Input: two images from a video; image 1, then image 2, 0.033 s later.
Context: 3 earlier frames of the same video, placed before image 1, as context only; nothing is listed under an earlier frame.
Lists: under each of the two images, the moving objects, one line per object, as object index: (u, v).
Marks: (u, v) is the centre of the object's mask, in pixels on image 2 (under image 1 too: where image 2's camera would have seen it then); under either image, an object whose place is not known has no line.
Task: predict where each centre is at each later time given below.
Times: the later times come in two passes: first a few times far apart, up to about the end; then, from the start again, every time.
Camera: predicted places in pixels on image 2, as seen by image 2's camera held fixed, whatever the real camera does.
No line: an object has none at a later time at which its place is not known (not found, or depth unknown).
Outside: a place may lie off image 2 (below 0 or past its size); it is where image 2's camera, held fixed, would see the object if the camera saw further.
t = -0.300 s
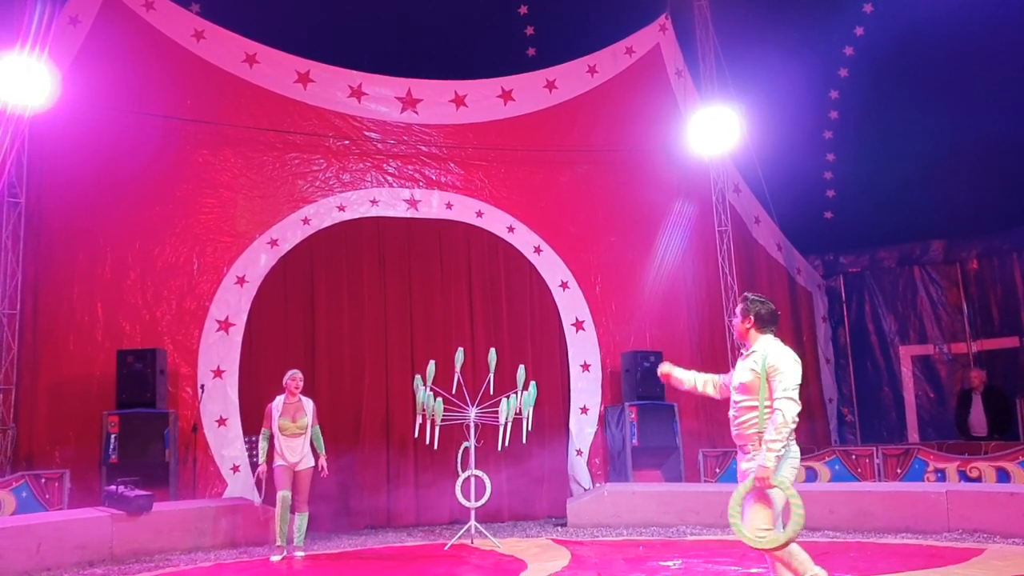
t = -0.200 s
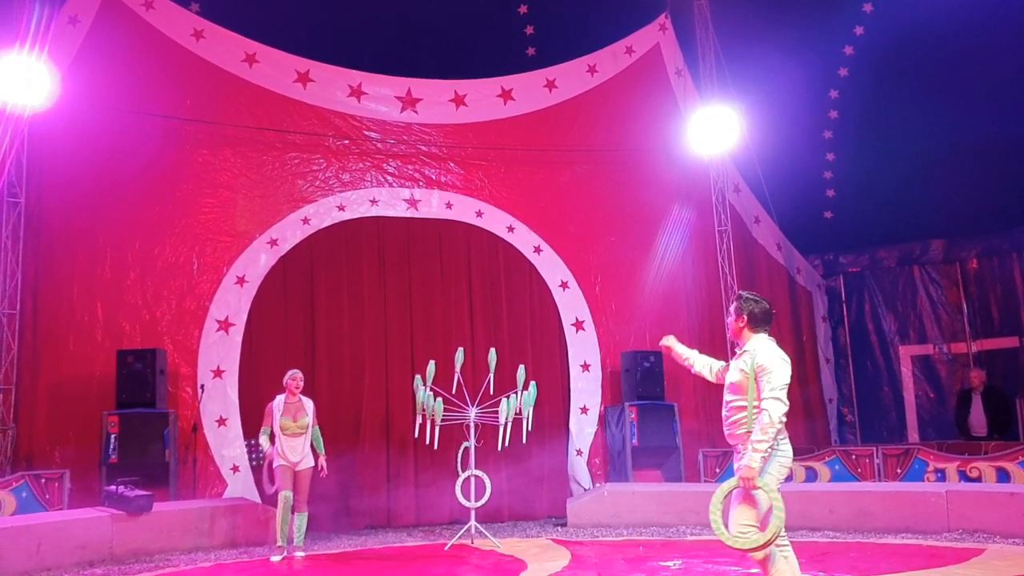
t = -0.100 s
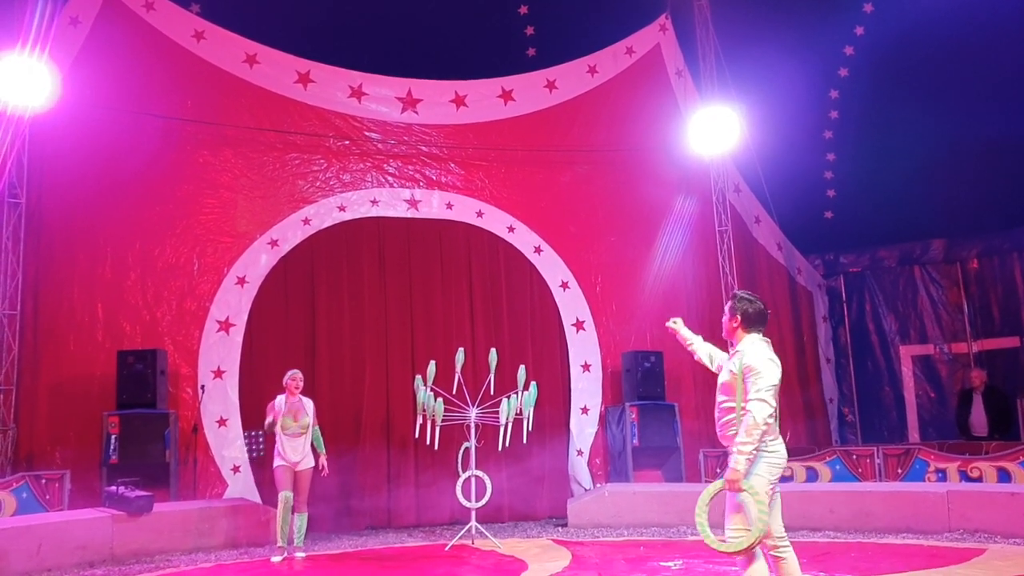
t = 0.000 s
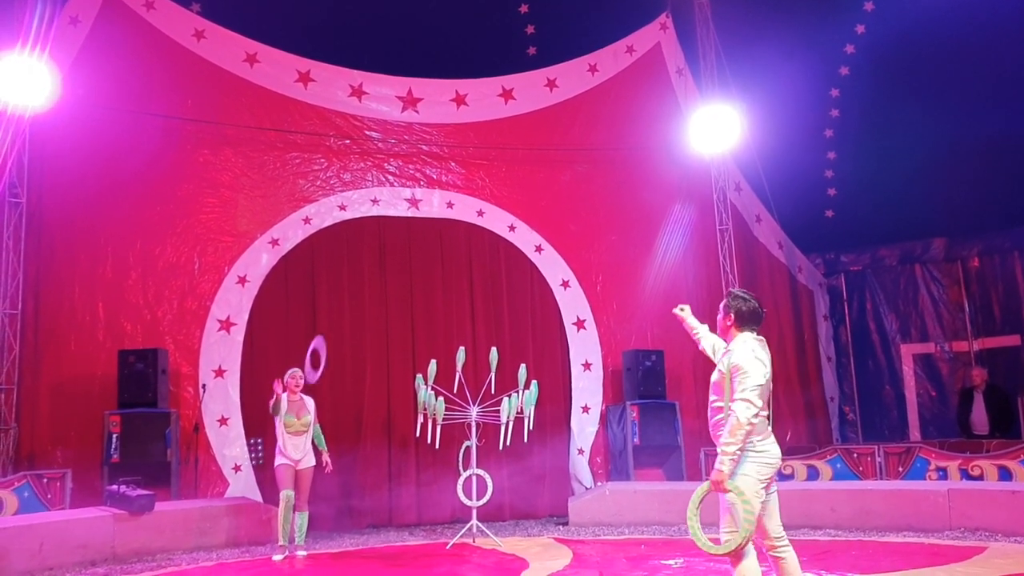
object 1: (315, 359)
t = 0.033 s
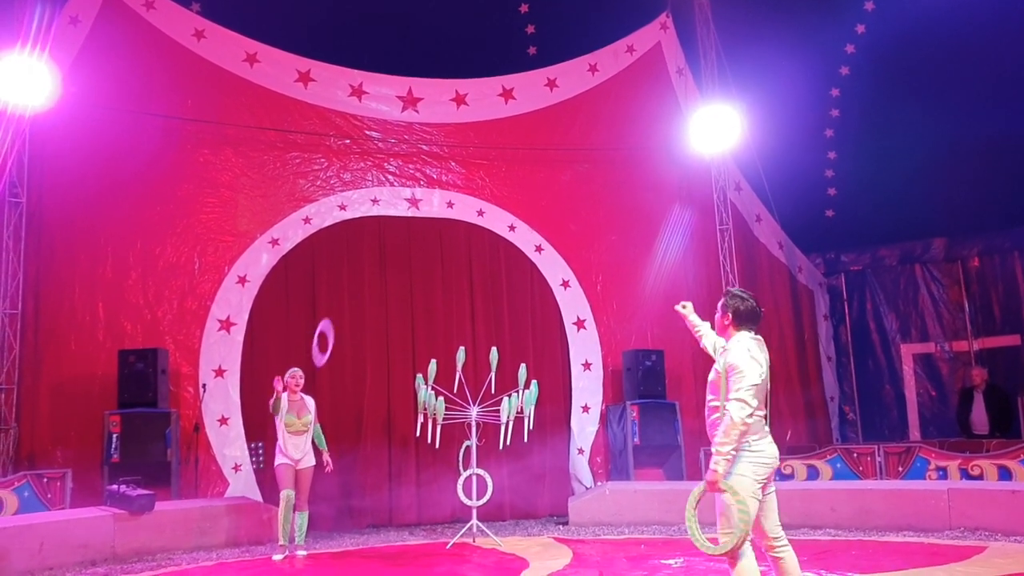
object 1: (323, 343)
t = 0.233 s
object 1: (370, 265)
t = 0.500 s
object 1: (450, 240)
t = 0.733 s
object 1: (531, 291)
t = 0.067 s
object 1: (330, 327)
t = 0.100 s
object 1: (338, 312)
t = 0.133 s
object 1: (345, 298)
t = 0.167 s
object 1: (353, 286)
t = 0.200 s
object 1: (361, 275)
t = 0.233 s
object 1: (370, 265)
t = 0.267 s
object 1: (378, 256)
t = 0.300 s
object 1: (387, 248)
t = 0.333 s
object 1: (396, 242)
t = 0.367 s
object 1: (405, 237)
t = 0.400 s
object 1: (415, 234)
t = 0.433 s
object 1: (425, 231)
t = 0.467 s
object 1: (435, 230)
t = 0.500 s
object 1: (450, 240)
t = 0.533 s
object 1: (461, 243)
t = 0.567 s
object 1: (473, 246)
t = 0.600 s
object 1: (485, 252)
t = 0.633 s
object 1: (497, 258)
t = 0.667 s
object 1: (504, 264)
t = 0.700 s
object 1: (517, 276)
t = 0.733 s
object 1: (531, 291)
